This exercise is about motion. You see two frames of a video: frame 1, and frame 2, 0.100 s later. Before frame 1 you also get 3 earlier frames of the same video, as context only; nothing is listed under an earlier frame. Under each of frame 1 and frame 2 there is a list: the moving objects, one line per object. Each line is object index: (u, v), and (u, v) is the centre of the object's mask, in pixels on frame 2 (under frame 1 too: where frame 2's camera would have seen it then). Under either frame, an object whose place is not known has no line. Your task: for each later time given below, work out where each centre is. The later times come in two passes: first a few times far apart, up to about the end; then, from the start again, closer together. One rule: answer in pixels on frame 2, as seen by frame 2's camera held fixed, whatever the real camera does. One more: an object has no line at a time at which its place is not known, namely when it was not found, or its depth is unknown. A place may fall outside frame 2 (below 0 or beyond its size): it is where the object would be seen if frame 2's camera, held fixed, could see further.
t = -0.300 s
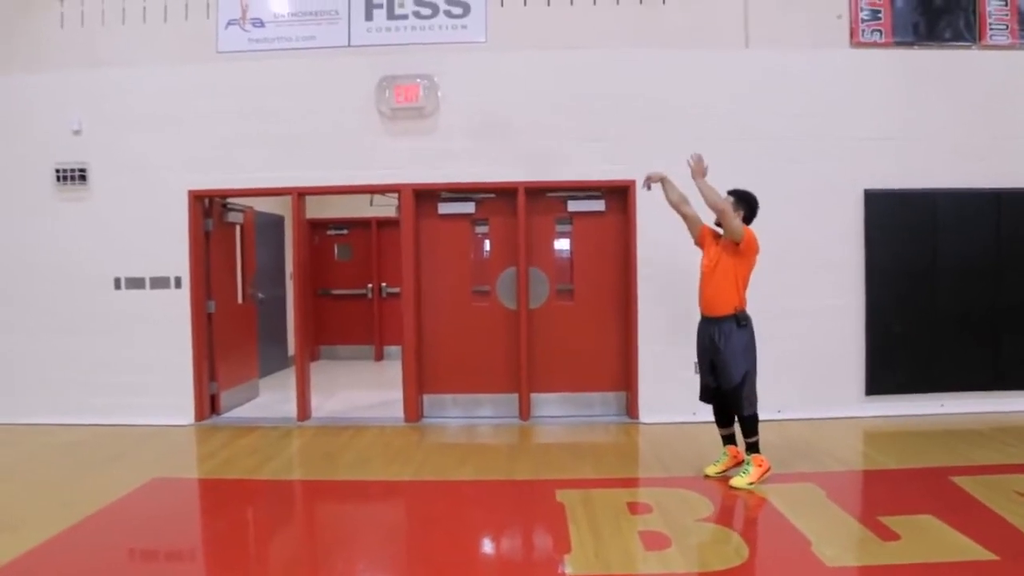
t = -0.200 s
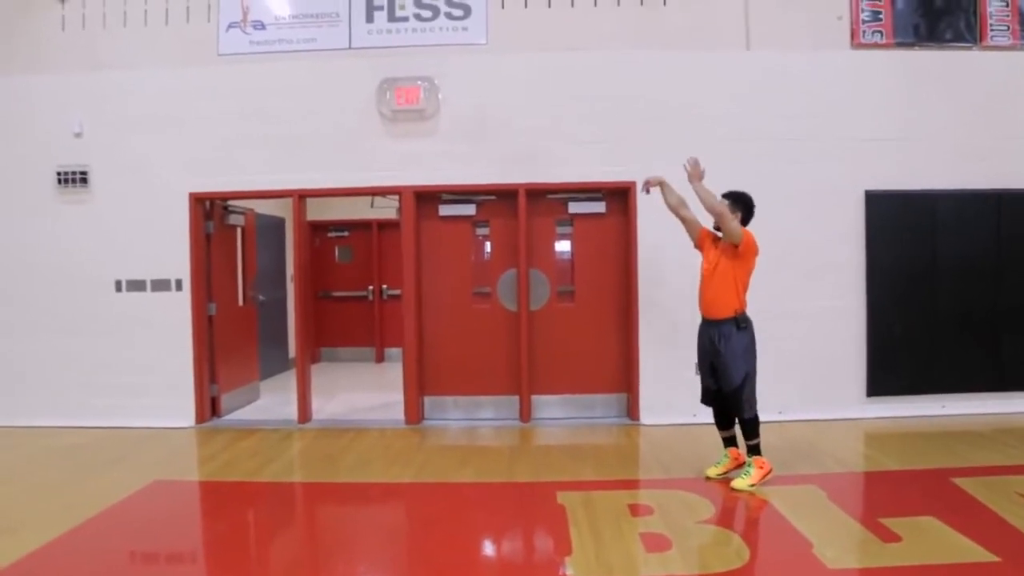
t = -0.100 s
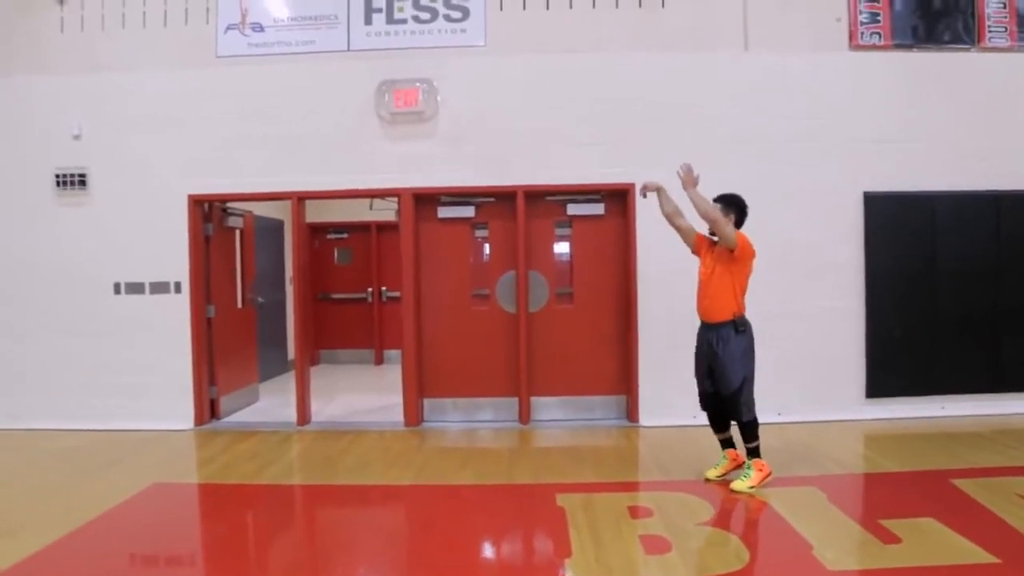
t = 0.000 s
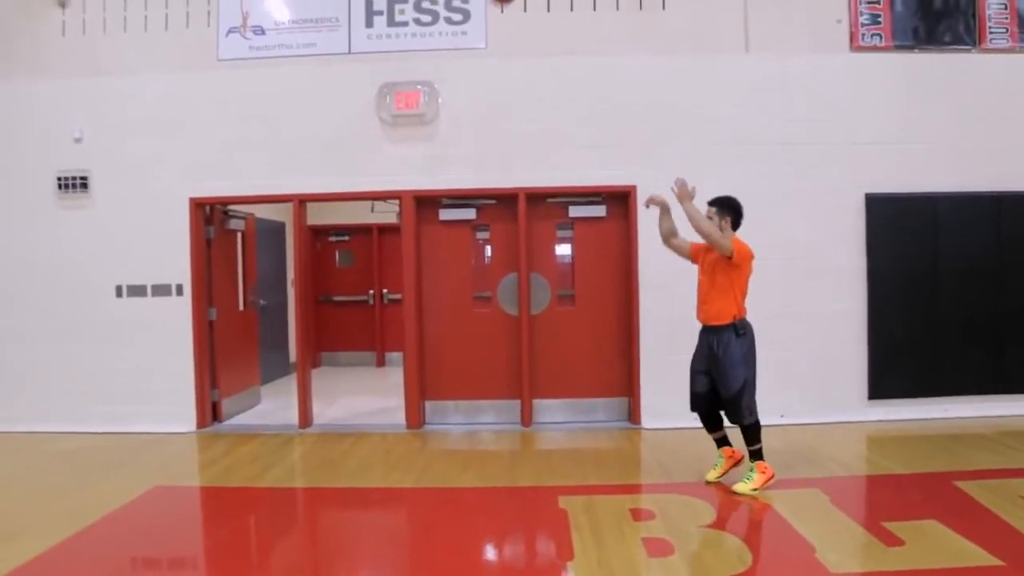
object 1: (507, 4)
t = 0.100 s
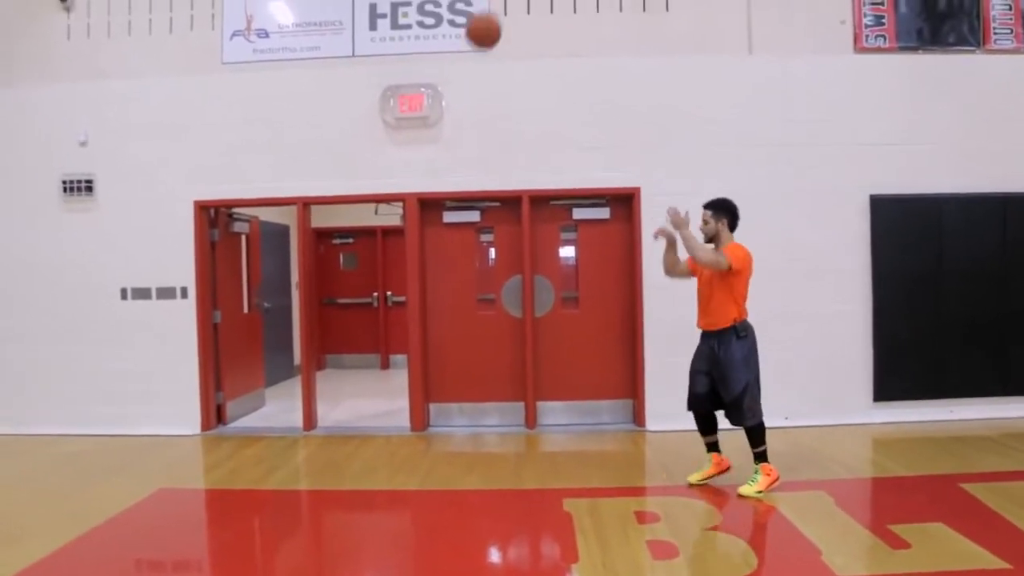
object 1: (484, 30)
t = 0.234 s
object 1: (454, 112)
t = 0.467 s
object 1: (403, 324)
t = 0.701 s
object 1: (374, 387)
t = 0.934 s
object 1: (368, 244)
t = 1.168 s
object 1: (365, 183)
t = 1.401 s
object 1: (364, 199)
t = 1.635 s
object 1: (366, 291)
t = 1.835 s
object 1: (369, 440)
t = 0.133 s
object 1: (476, 48)
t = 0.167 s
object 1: (469, 68)
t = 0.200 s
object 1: (462, 89)
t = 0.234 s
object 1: (454, 112)
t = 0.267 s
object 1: (447, 137)
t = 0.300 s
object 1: (439, 164)
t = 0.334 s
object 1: (432, 192)
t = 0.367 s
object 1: (426, 218)
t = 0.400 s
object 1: (418, 253)
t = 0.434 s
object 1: (410, 287)
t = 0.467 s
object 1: (403, 324)
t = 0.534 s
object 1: (389, 400)
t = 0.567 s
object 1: (383, 442)
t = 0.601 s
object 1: (378, 472)
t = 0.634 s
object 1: (377, 442)
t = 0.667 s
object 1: (375, 414)
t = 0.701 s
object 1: (374, 387)
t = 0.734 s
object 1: (373, 360)
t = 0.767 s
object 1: (372, 336)
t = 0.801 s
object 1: (370, 318)
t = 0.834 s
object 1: (370, 296)
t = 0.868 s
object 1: (369, 277)
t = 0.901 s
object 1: (369, 258)
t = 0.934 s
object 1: (368, 244)
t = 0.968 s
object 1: (368, 231)
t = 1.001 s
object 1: (367, 220)
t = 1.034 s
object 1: (366, 209)
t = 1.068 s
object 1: (366, 200)
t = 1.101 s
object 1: (366, 192)
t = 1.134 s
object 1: (365, 187)
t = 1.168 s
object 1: (365, 183)
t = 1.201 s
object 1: (365, 181)
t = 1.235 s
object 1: (365, 181)
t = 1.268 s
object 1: (364, 181)
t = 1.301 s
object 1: (364, 183)
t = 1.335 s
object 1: (364, 186)
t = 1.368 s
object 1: (364, 192)
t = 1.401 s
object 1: (364, 199)
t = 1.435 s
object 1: (364, 208)
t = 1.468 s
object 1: (365, 216)
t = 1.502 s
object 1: (365, 228)
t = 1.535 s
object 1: (365, 241)
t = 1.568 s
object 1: (365, 255)
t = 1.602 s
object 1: (365, 273)
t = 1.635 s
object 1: (366, 291)
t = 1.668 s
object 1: (366, 312)
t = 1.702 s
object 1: (366, 333)
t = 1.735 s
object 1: (367, 357)
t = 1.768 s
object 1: (368, 385)
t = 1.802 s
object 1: (368, 411)
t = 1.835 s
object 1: (369, 440)
